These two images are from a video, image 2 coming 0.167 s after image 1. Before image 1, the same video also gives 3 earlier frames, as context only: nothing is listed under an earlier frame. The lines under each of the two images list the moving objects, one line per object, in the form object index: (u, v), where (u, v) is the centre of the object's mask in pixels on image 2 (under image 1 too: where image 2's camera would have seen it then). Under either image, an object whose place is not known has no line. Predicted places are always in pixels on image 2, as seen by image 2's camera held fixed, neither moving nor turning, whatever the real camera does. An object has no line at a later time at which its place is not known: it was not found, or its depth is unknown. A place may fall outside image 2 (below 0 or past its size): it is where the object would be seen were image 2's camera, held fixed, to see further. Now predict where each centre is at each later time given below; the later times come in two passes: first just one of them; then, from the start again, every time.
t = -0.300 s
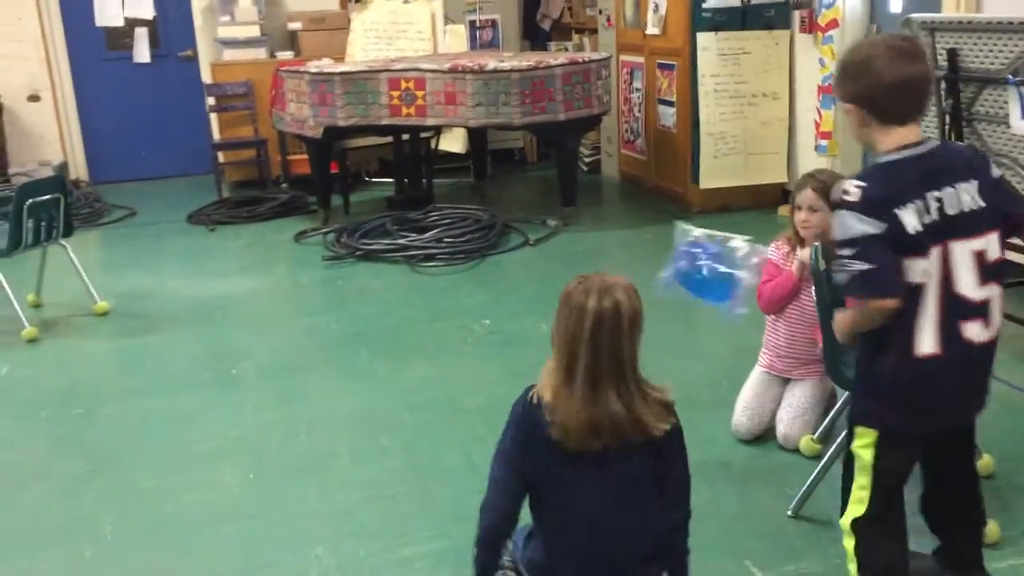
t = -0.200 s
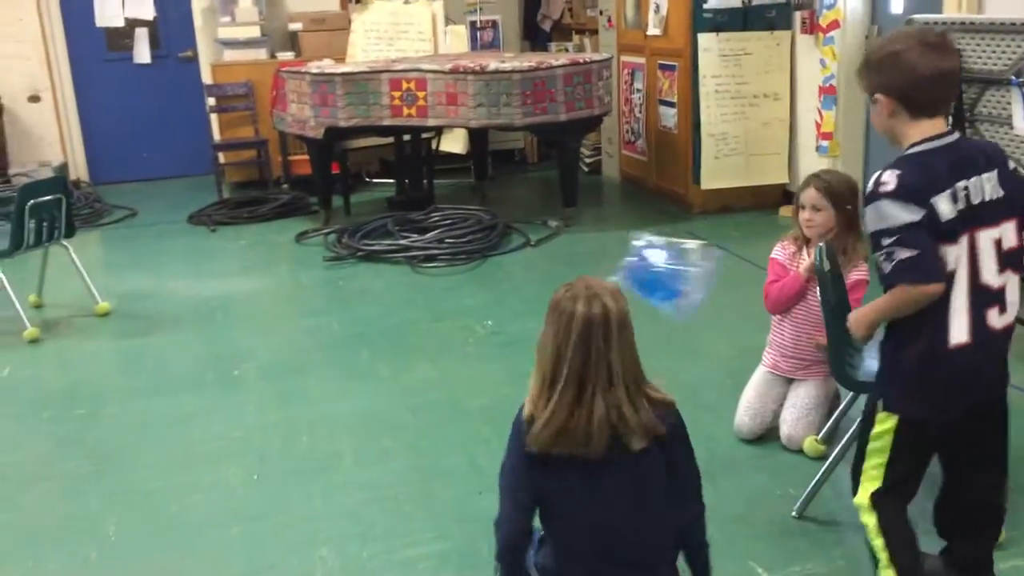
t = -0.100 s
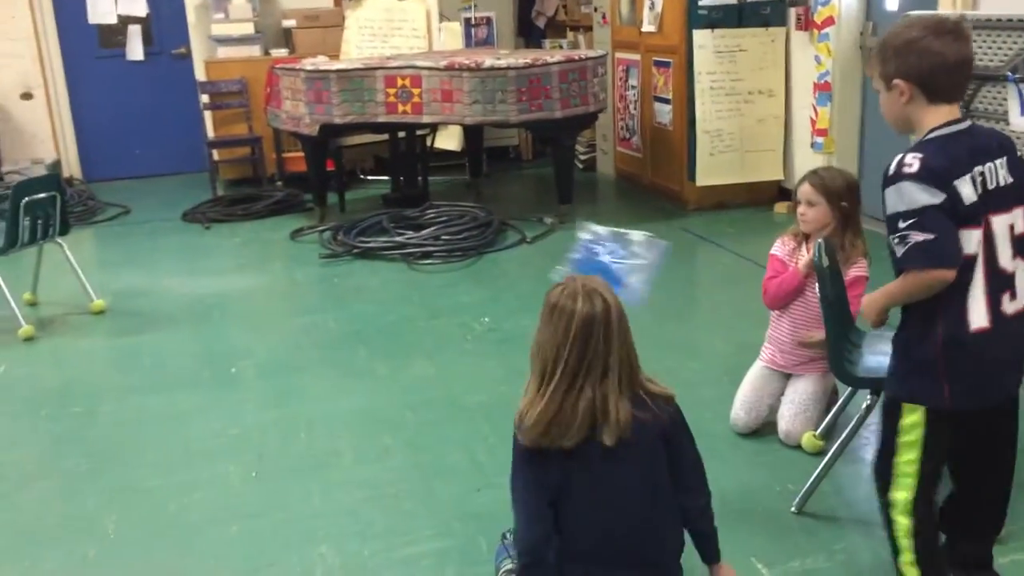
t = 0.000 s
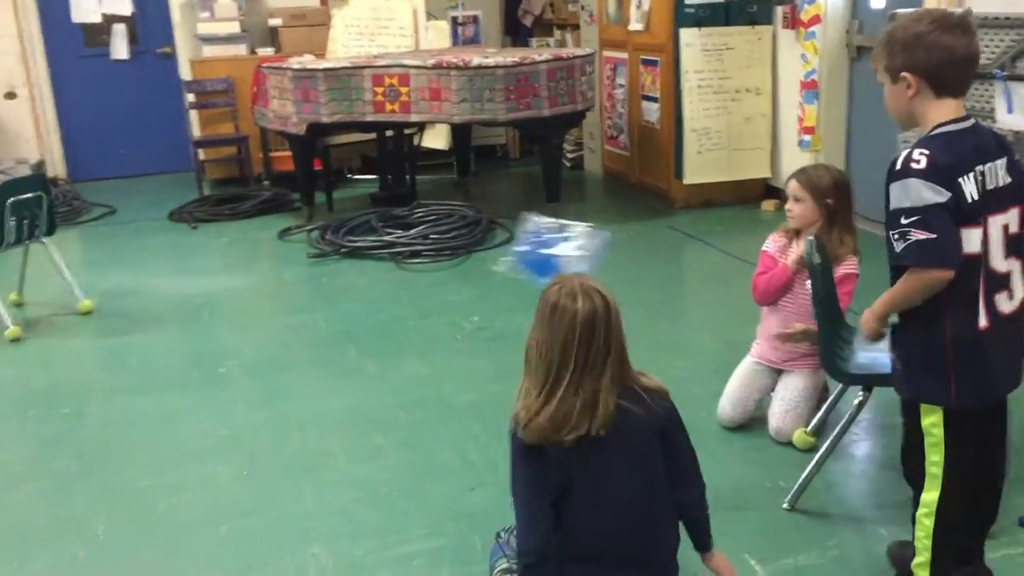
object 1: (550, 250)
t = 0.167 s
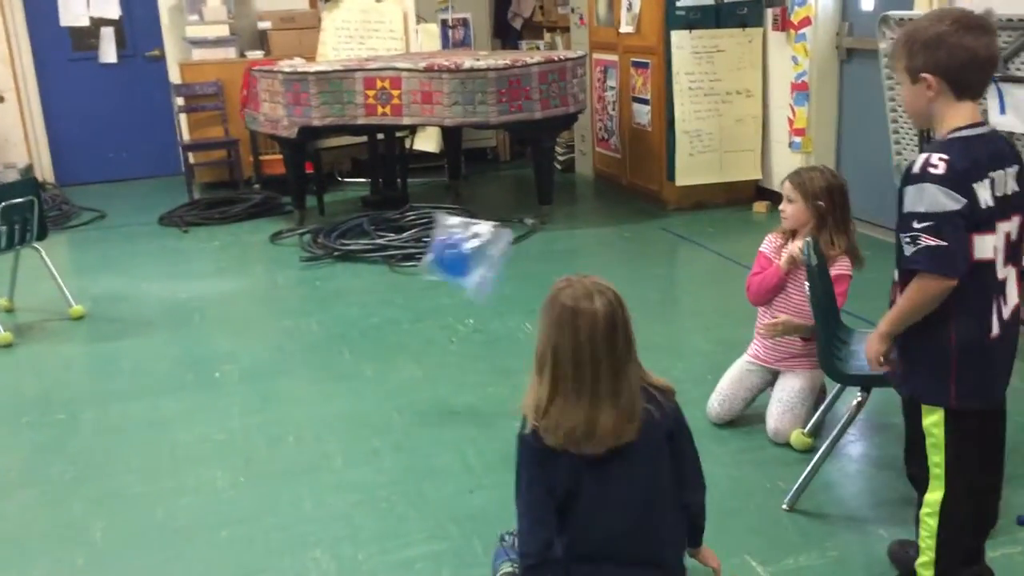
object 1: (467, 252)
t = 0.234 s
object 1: (435, 253)
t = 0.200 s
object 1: (451, 252)
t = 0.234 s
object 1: (435, 253)
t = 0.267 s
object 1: (419, 255)
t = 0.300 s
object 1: (402, 255)
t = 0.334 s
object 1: (386, 256)
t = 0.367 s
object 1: (371, 255)
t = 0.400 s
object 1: (357, 255)
